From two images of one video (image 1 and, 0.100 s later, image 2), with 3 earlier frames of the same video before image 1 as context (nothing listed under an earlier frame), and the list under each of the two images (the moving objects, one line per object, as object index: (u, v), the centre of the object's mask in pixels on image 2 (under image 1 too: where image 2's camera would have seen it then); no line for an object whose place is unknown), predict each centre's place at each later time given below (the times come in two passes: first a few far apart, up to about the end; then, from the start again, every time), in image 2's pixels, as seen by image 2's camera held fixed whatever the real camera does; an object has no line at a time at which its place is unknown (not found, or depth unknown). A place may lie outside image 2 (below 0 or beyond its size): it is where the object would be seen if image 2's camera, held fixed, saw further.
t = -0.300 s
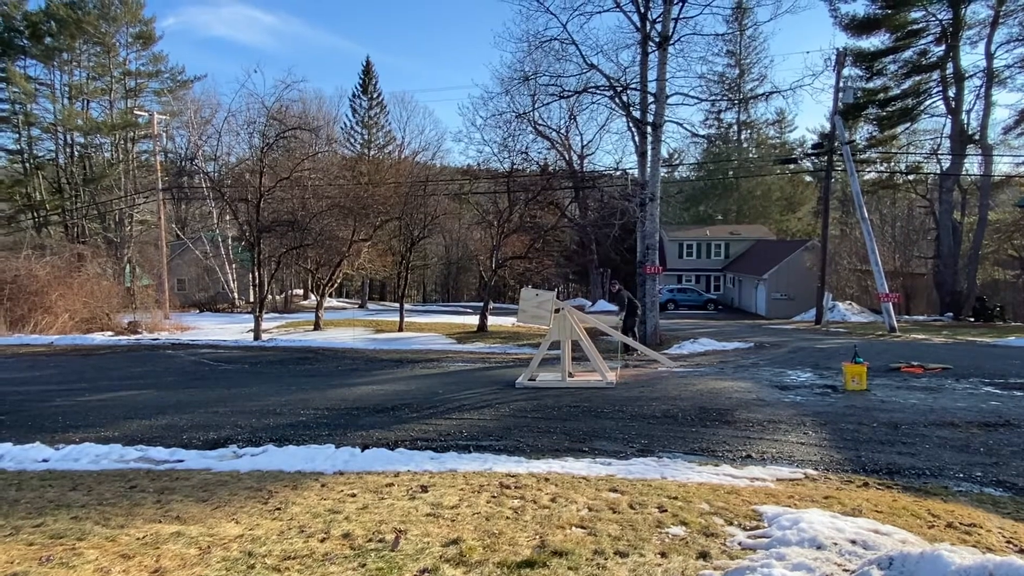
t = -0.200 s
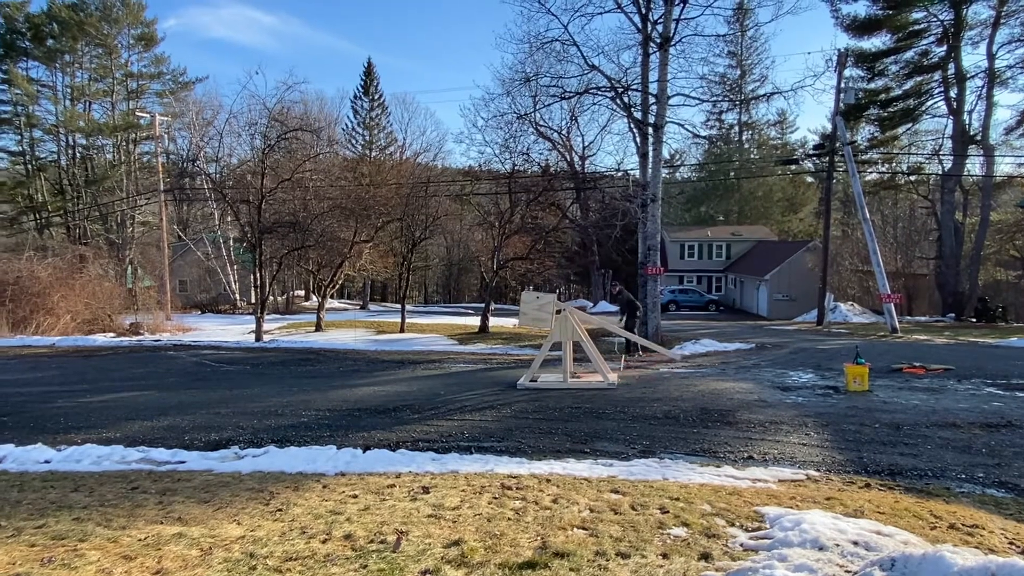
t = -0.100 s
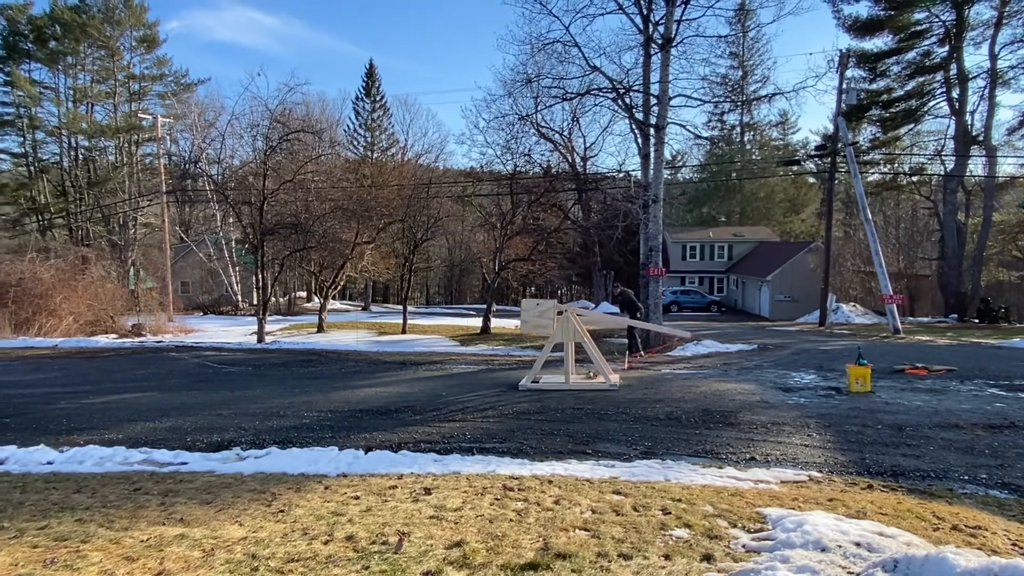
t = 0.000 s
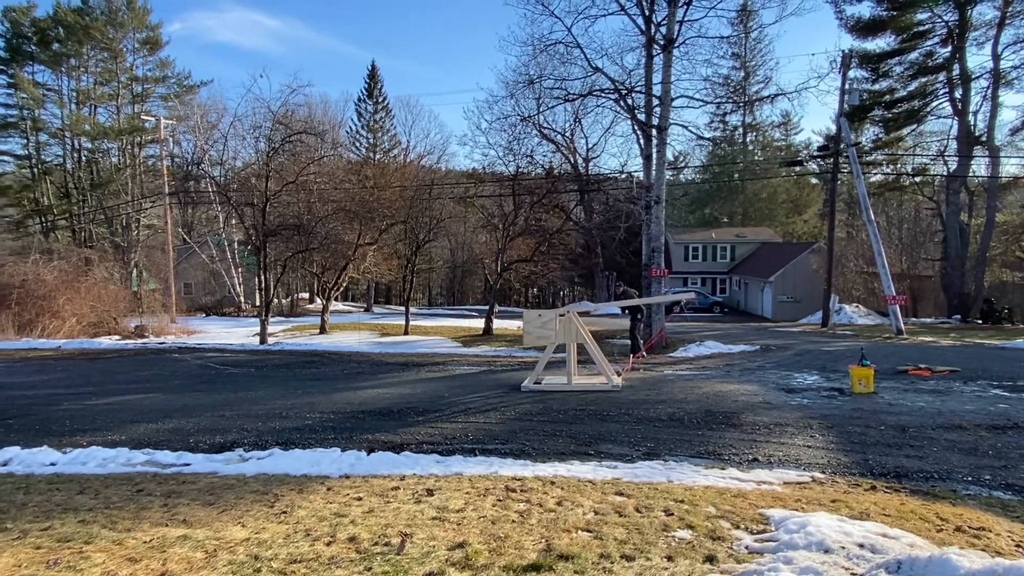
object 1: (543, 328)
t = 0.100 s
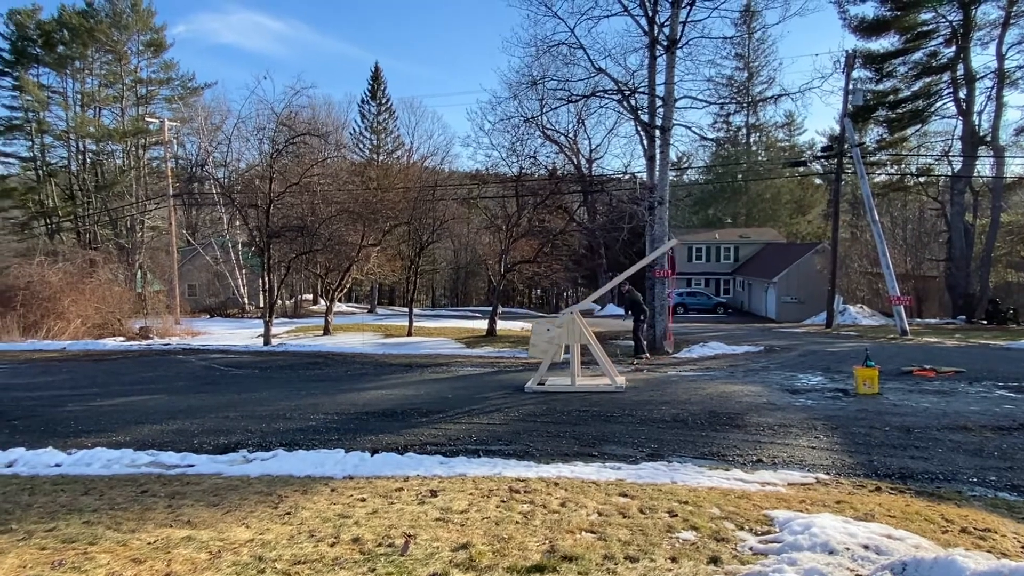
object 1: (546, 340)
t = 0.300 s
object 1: (570, 356)
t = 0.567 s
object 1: (592, 355)
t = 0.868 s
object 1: (609, 341)
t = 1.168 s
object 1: (600, 349)
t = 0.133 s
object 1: (549, 345)
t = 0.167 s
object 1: (552, 349)
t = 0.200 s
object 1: (555, 351)
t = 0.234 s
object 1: (562, 359)
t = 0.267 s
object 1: (567, 357)
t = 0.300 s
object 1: (570, 356)
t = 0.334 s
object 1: (571, 356)
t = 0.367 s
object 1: (576, 357)
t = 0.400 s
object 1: (578, 358)
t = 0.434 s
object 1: (581, 357)
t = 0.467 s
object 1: (587, 360)
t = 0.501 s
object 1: (591, 356)
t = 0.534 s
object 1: (592, 355)
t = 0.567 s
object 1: (592, 355)
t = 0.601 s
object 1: (594, 353)
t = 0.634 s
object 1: (593, 353)
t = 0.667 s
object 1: (598, 348)
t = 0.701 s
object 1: (598, 347)
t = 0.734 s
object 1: (600, 346)
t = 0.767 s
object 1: (602, 345)
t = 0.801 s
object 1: (603, 345)
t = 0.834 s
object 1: (605, 343)
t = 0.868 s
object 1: (609, 341)
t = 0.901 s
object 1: (607, 344)
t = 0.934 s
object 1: (610, 341)
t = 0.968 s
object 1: (610, 341)
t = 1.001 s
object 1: (607, 344)
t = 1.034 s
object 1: (606, 344)
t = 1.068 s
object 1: (606, 345)
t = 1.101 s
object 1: (604, 347)
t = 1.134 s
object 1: (603, 348)
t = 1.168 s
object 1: (600, 349)
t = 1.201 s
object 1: (595, 352)
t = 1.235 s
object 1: (595, 352)
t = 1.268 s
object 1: (594, 353)
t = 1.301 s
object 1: (592, 355)
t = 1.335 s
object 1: (590, 357)
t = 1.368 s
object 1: (583, 358)
